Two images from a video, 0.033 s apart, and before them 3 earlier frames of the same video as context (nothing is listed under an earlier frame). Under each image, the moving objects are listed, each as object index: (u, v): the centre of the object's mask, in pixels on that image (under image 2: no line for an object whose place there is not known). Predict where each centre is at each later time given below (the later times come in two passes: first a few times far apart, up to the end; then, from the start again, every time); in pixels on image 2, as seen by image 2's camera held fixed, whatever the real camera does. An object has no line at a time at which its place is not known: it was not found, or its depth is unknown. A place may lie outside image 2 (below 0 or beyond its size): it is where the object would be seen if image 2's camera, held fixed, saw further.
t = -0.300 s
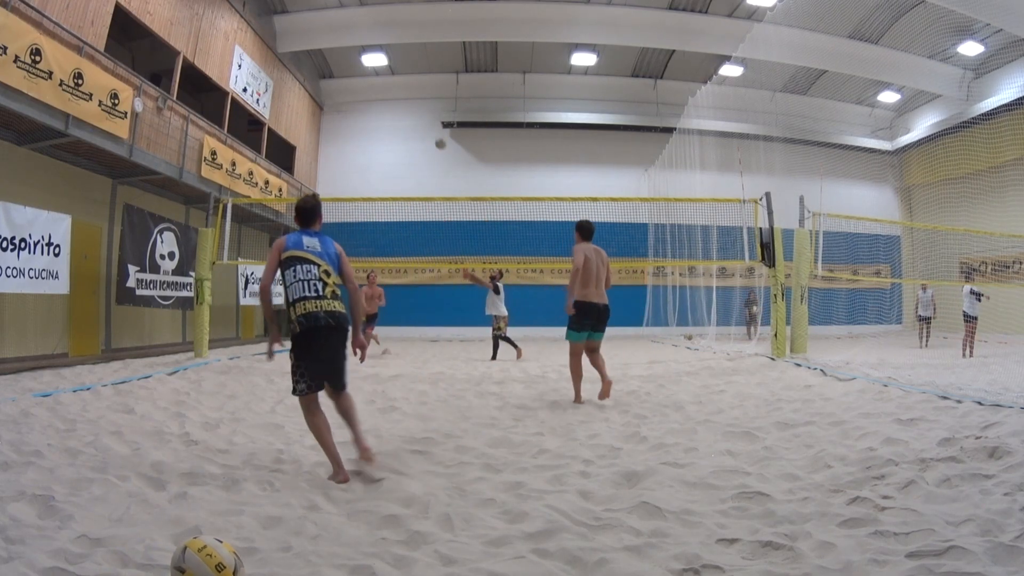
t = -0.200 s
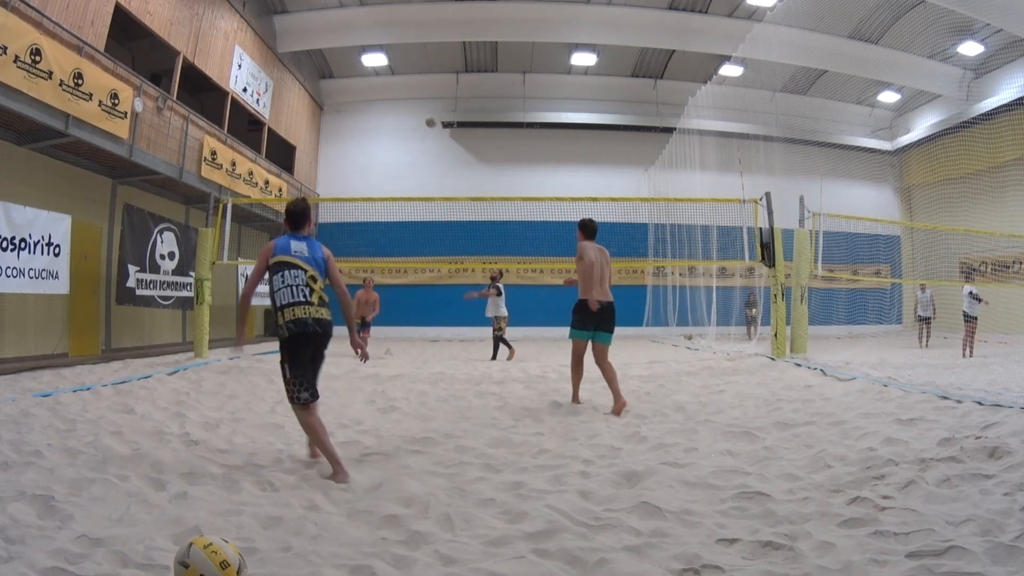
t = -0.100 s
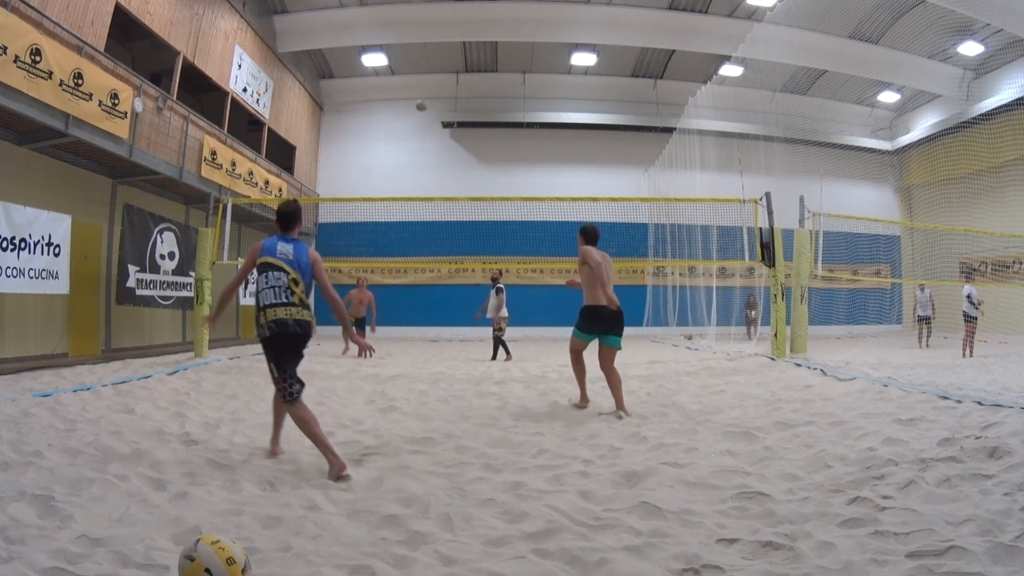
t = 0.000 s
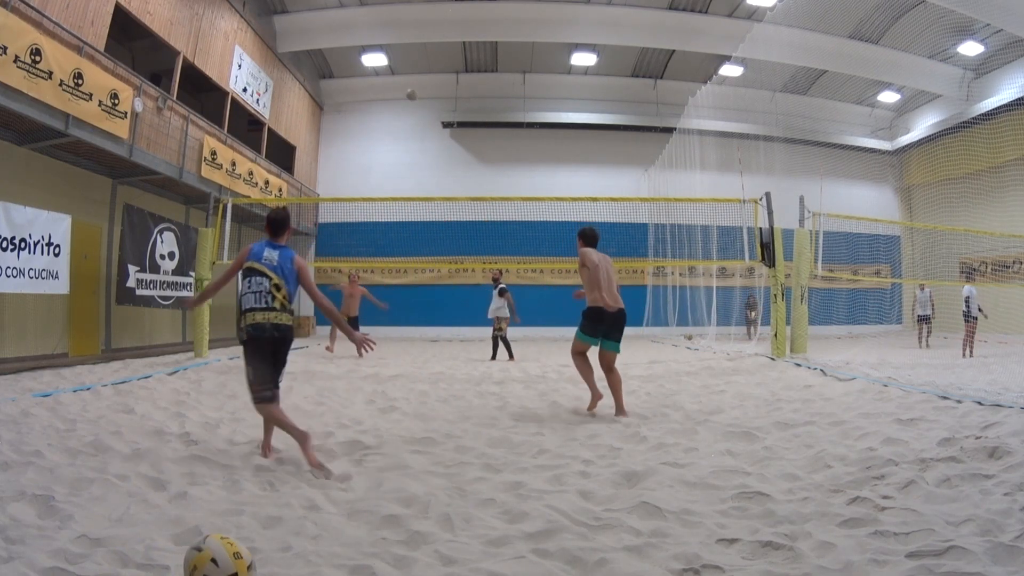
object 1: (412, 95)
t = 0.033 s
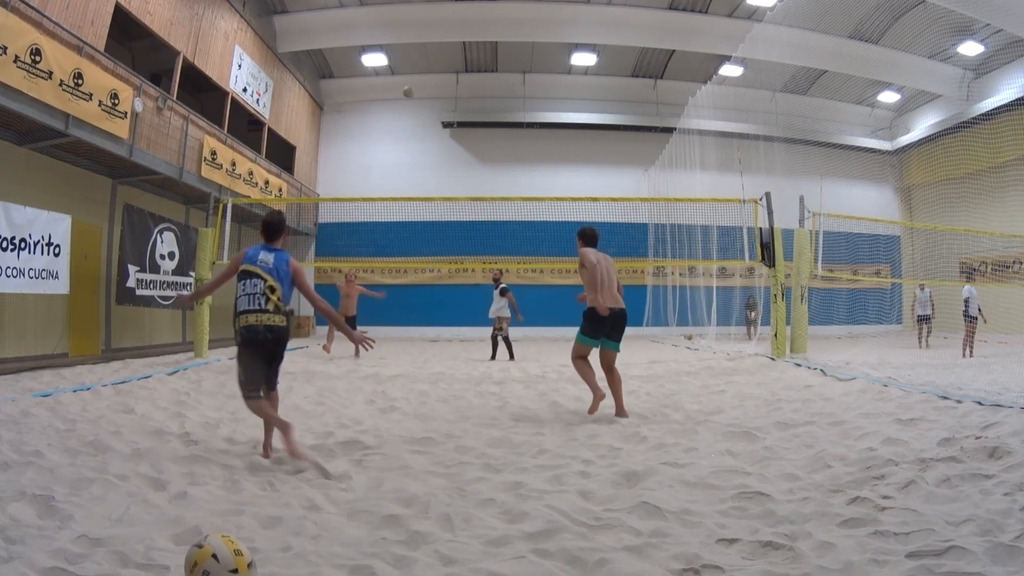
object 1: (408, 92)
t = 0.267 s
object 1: (383, 90)
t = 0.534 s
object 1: (353, 124)
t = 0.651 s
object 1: (339, 152)
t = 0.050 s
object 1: (406, 91)
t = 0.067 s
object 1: (404, 90)
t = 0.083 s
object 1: (403, 89)
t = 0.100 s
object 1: (401, 89)
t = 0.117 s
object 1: (399, 89)
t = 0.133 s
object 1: (397, 88)
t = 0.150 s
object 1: (396, 88)
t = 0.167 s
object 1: (394, 88)
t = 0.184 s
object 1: (392, 88)
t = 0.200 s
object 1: (390, 88)
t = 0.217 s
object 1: (389, 88)
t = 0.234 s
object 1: (387, 89)
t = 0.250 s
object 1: (385, 89)
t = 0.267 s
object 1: (383, 90)
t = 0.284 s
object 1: (382, 91)
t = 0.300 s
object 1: (380, 92)
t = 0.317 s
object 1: (378, 93)
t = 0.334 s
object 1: (376, 95)
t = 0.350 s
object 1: (374, 96)
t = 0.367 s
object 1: (372, 98)
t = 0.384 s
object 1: (370, 100)
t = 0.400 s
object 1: (369, 101)
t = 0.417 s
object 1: (367, 104)
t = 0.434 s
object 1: (365, 106)
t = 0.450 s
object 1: (363, 109)
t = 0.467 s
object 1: (361, 111)
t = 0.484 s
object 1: (359, 114)
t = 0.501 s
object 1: (357, 117)
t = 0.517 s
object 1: (355, 121)
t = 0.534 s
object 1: (353, 124)
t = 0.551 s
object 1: (351, 127)
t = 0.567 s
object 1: (349, 131)
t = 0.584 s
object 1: (347, 135)
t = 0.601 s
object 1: (345, 139)
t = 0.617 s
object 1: (343, 143)
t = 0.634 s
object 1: (341, 147)
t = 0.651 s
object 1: (339, 152)
